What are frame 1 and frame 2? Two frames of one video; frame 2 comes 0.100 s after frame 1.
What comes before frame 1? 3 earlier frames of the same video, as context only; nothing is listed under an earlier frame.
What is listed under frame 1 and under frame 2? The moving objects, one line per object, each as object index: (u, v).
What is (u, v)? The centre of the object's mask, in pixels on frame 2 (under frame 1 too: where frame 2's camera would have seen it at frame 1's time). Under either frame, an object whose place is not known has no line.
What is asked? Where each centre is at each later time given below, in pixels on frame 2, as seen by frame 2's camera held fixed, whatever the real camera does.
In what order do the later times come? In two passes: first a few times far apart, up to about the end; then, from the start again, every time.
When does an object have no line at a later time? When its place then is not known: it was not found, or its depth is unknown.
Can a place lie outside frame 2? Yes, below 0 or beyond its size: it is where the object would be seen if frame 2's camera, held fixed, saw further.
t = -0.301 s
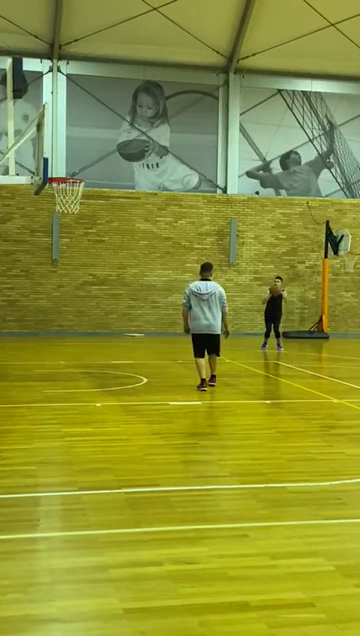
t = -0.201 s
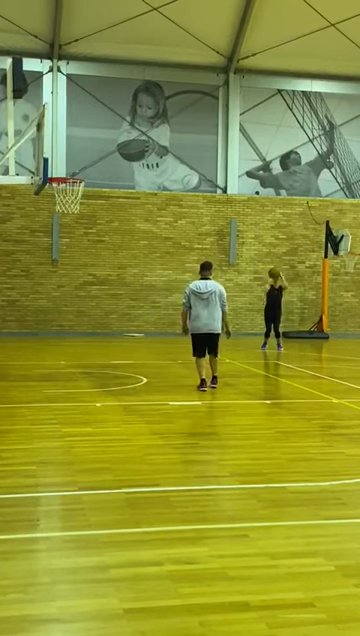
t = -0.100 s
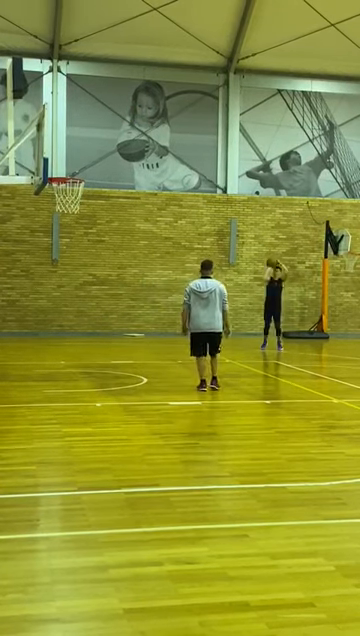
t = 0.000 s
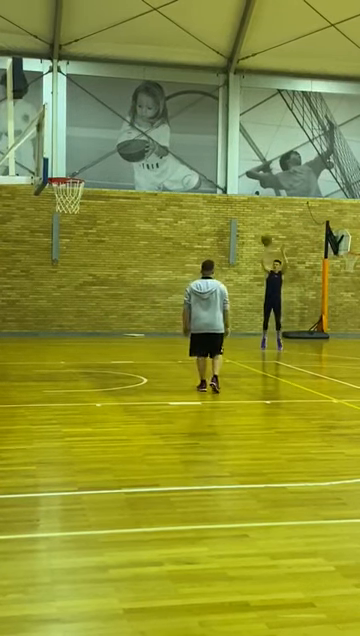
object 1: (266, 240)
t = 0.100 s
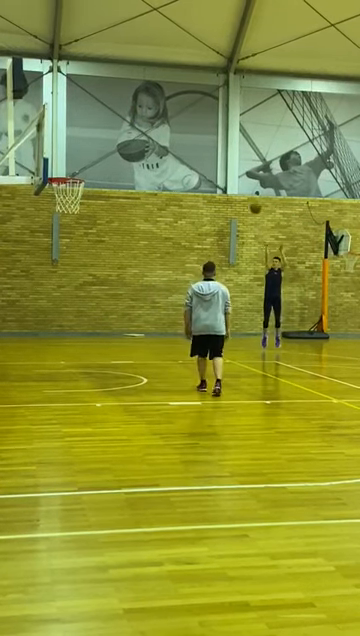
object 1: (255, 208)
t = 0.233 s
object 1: (239, 171)
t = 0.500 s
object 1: (202, 119)
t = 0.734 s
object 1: (165, 96)
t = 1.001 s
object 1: (116, 111)
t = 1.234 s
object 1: (66, 162)
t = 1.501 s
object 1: (146, 174)
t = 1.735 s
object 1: (233, 207)
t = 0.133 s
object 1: (251, 198)
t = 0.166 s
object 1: (247, 189)
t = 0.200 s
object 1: (243, 180)
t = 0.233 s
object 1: (239, 171)
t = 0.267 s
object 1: (235, 163)
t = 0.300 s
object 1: (231, 155)
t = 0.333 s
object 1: (226, 148)
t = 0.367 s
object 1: (220, 141)
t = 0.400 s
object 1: (217, 134)
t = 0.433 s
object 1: (211, 129)
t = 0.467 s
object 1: (207, 124)
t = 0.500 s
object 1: (202, 119)
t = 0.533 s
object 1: (198, 113)
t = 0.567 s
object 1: (193, 109)
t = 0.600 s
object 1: (187, 105)
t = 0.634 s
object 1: (182, 102)
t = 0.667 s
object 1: (176, 100)
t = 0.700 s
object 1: (172, 98)
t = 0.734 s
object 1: (165, 96)
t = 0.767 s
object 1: (160, 96)
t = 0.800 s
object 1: (154, 96)
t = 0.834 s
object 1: (149, 97)
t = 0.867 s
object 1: (141, 98)
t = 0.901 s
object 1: (135, 100)
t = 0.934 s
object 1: (129, 103)
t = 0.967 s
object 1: (124, 105)
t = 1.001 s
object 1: (116, 111)
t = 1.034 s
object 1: (109, 116)
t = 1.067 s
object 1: (102, 121)
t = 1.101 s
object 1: (95, 128)
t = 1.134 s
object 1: (88, 135)
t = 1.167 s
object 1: (81, 143)
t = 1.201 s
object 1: (74, 152)
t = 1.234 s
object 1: (66, 162)
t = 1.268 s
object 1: (58, 173)
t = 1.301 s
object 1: (68, 172)
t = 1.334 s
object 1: (80, 172)
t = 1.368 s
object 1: (94, 171)
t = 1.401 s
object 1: (107, 171)
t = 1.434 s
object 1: (119, 171)
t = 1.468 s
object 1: (132, 173)
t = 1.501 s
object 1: (146, 174)
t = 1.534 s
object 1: (159, 176)
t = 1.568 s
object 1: (171, 180)
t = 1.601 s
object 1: (184, 184)
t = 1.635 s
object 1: (197, 188)
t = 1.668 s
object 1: (209, 193)
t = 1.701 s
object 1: (221, 200)
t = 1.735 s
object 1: (233, 207)
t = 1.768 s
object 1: (245, 214)
